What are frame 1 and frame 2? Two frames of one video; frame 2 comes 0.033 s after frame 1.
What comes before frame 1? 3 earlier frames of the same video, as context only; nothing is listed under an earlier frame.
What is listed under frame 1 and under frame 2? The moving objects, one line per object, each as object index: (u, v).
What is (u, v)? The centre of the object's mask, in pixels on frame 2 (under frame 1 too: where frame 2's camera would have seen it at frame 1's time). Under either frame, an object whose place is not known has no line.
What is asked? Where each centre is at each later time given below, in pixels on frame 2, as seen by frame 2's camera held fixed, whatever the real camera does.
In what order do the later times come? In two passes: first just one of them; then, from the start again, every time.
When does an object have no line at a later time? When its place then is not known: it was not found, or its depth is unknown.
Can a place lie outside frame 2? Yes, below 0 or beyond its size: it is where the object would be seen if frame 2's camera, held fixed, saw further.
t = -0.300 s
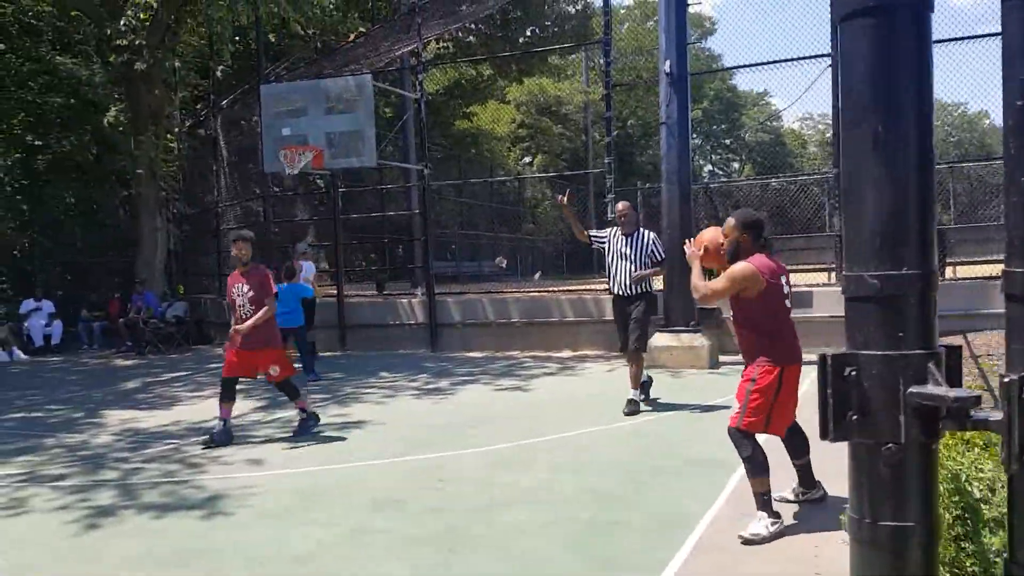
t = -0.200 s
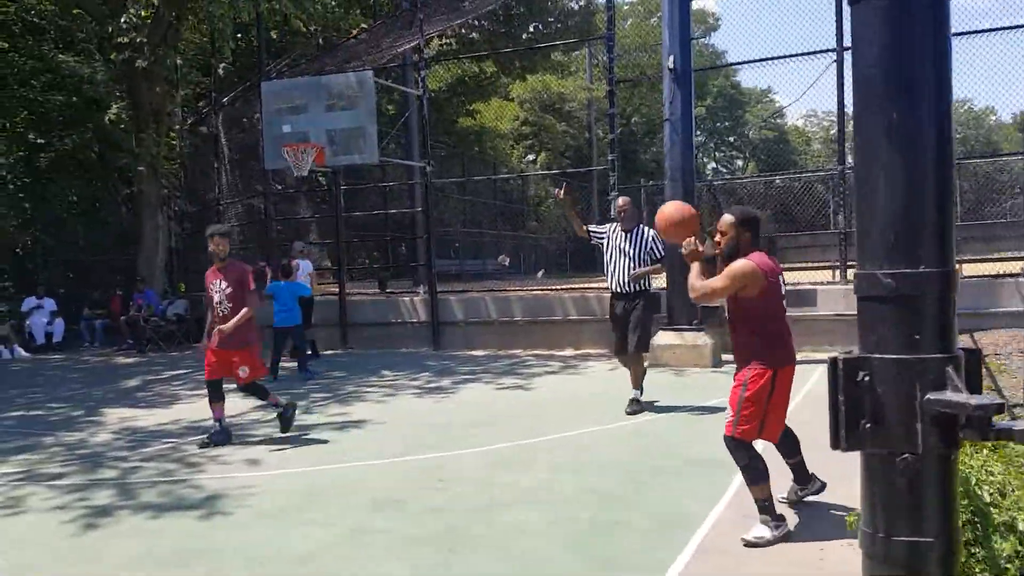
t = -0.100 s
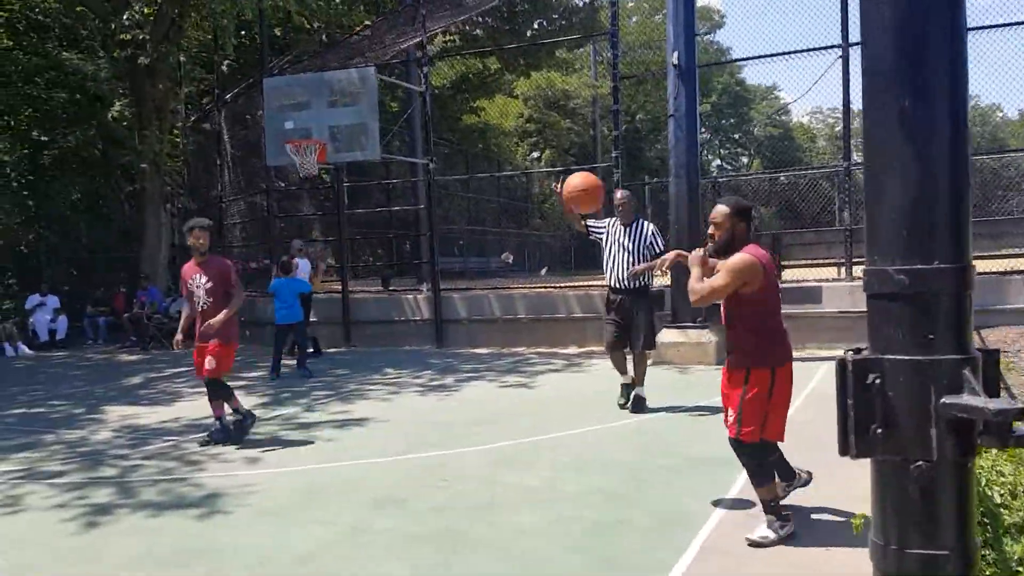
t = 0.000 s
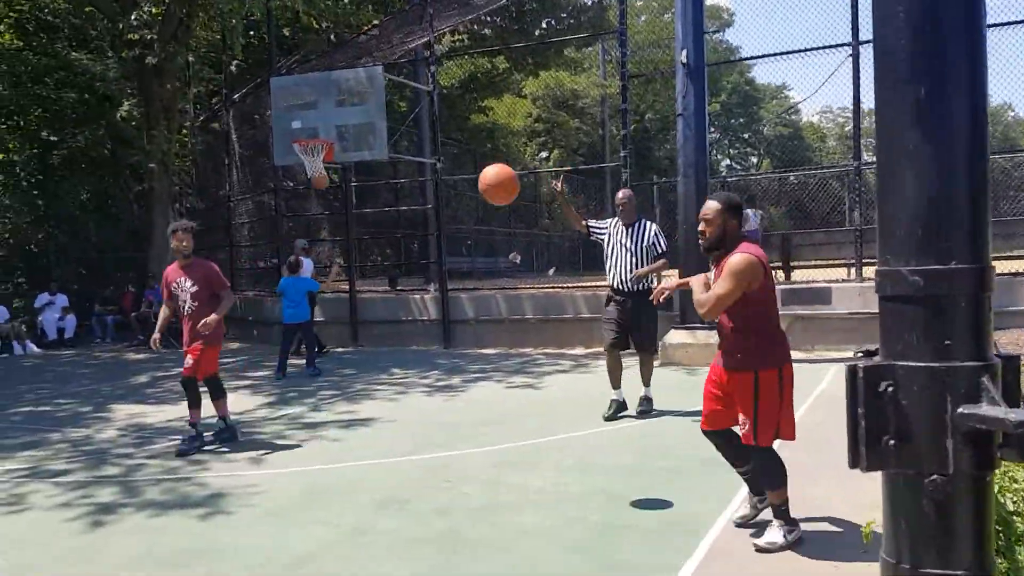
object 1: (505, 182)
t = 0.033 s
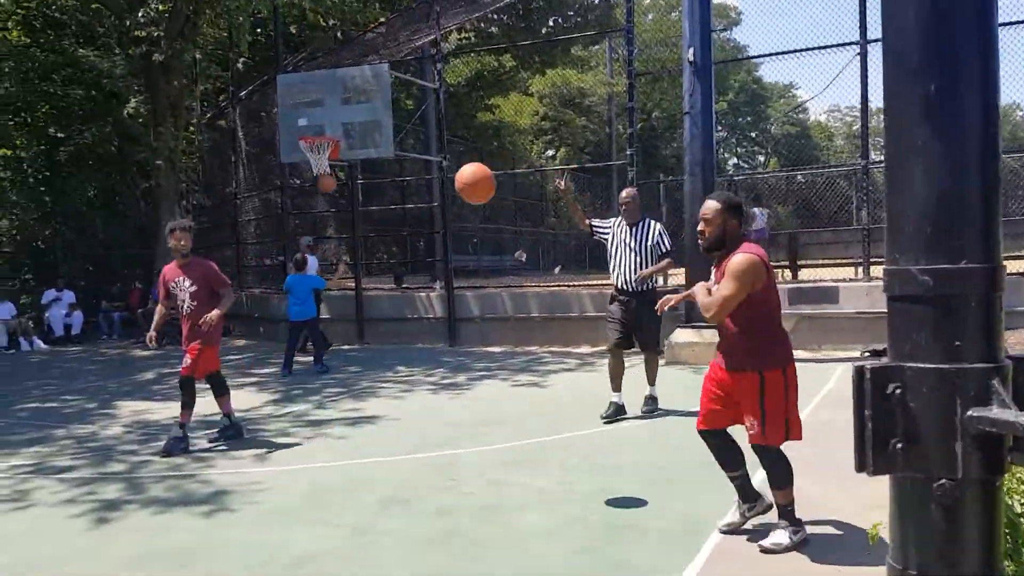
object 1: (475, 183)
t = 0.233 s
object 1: (310, 226)
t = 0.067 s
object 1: (446, 186)
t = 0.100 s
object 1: (418, 191)
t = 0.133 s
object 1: (390, 197)
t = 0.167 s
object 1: (362, 205)
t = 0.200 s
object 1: (335, 215)
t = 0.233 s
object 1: (310, 226)
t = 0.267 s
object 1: (286, 239)
